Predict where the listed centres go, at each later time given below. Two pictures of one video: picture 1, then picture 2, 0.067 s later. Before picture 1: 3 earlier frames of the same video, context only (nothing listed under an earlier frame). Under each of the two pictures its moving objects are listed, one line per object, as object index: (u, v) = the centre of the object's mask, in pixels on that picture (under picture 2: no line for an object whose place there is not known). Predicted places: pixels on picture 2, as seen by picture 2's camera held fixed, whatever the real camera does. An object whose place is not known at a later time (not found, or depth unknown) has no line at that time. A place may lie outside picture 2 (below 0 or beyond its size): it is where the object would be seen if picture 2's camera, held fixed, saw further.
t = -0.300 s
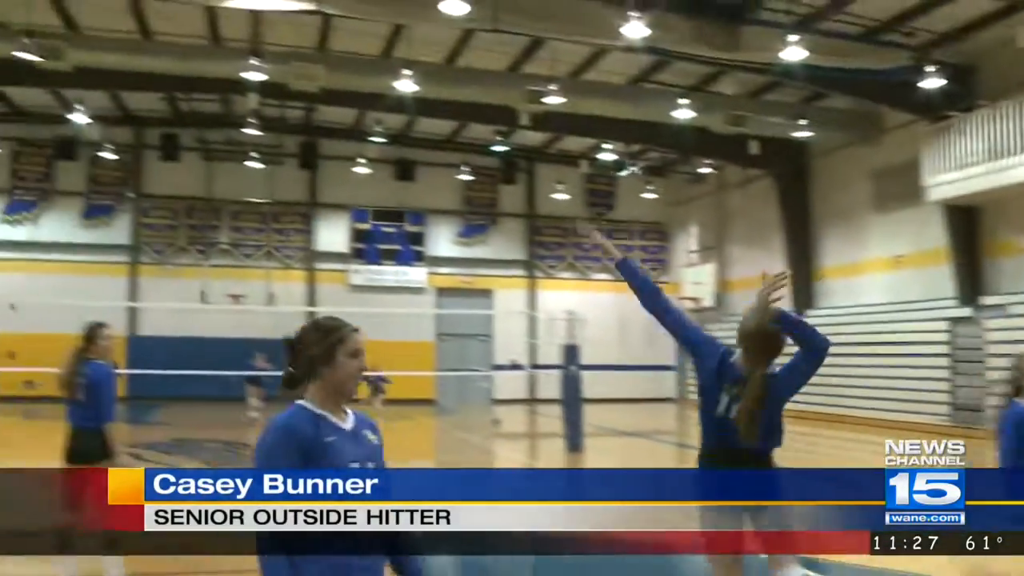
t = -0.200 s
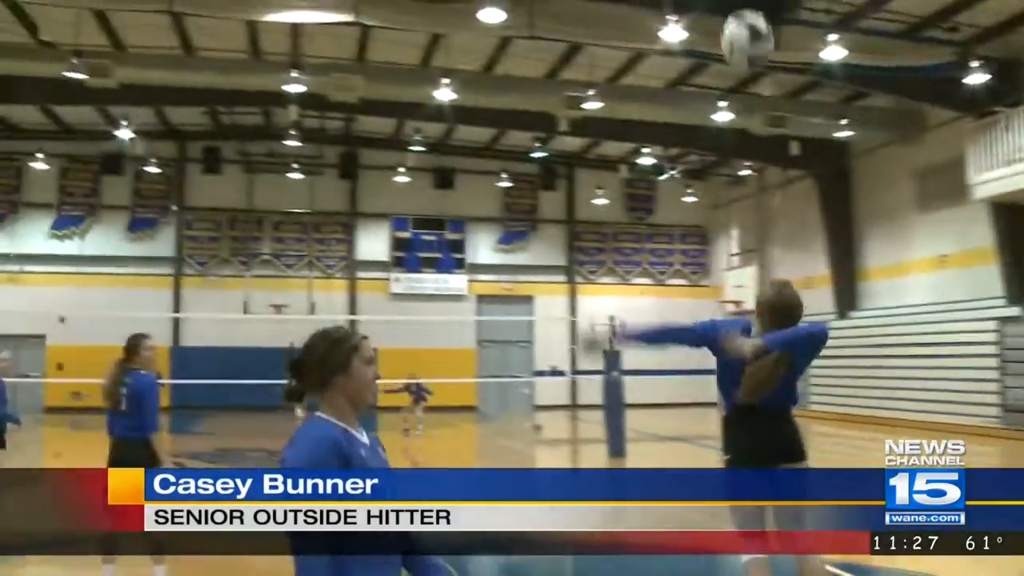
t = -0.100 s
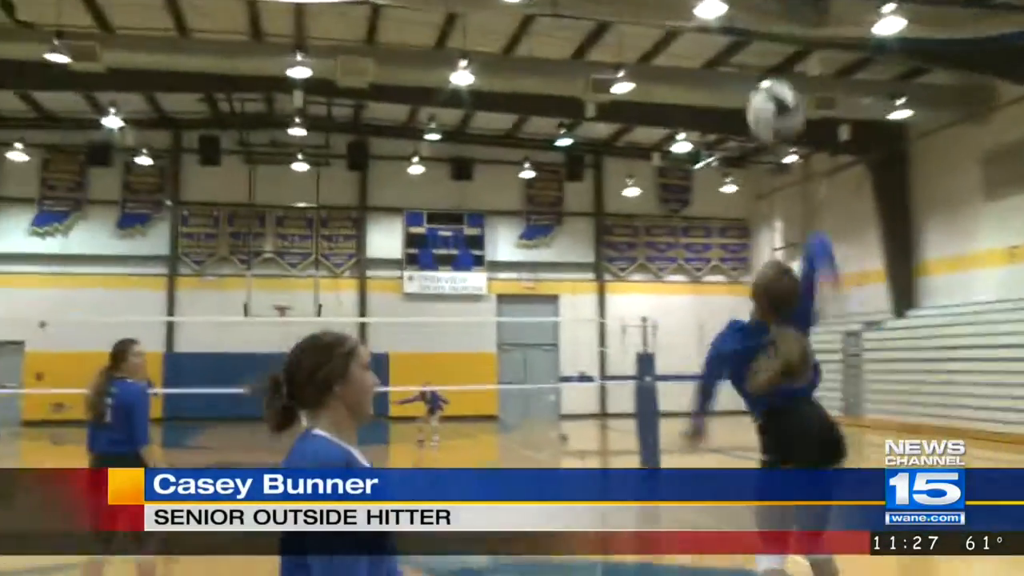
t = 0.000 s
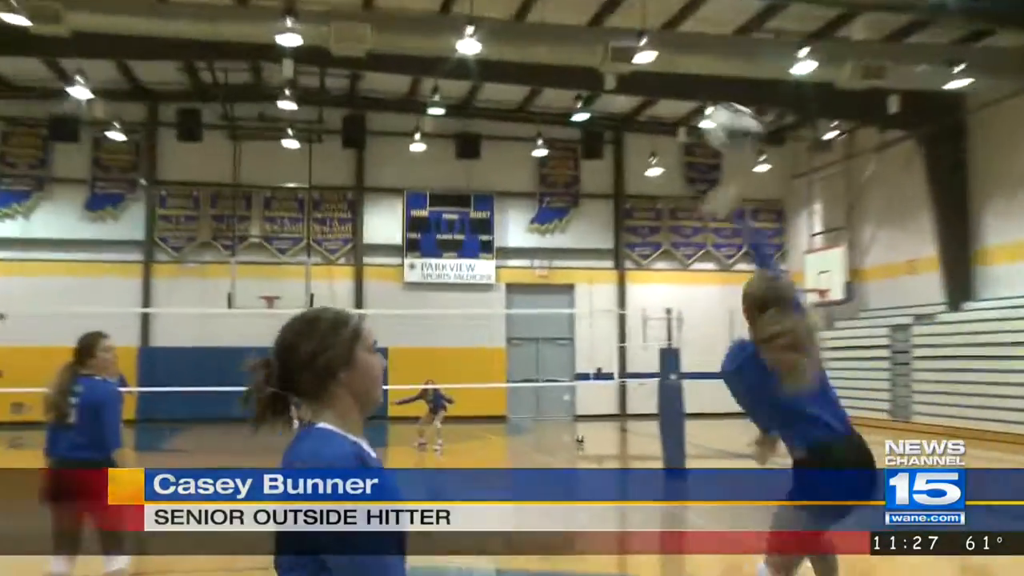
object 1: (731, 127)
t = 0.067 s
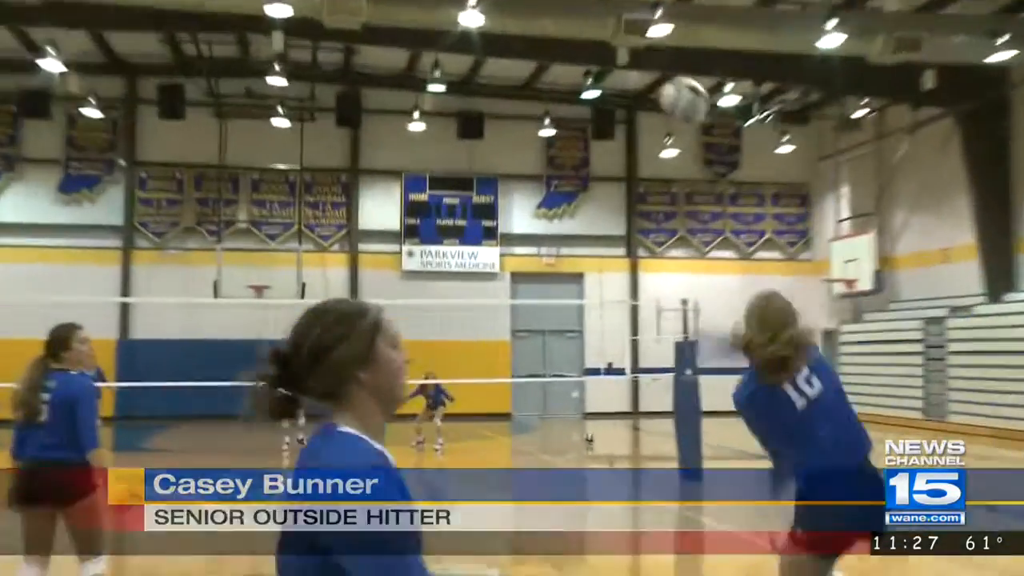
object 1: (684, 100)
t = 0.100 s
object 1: (658, 101)
